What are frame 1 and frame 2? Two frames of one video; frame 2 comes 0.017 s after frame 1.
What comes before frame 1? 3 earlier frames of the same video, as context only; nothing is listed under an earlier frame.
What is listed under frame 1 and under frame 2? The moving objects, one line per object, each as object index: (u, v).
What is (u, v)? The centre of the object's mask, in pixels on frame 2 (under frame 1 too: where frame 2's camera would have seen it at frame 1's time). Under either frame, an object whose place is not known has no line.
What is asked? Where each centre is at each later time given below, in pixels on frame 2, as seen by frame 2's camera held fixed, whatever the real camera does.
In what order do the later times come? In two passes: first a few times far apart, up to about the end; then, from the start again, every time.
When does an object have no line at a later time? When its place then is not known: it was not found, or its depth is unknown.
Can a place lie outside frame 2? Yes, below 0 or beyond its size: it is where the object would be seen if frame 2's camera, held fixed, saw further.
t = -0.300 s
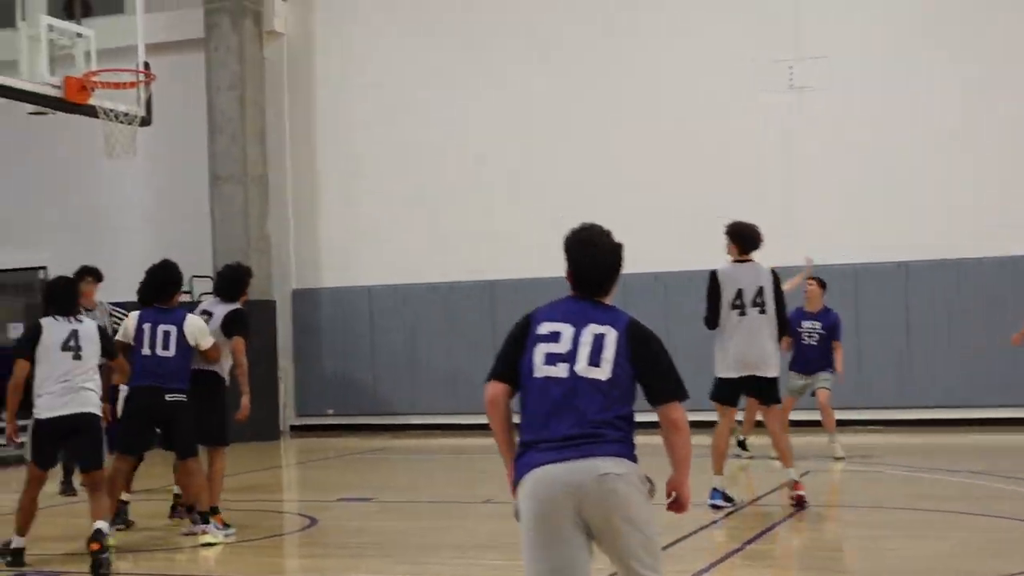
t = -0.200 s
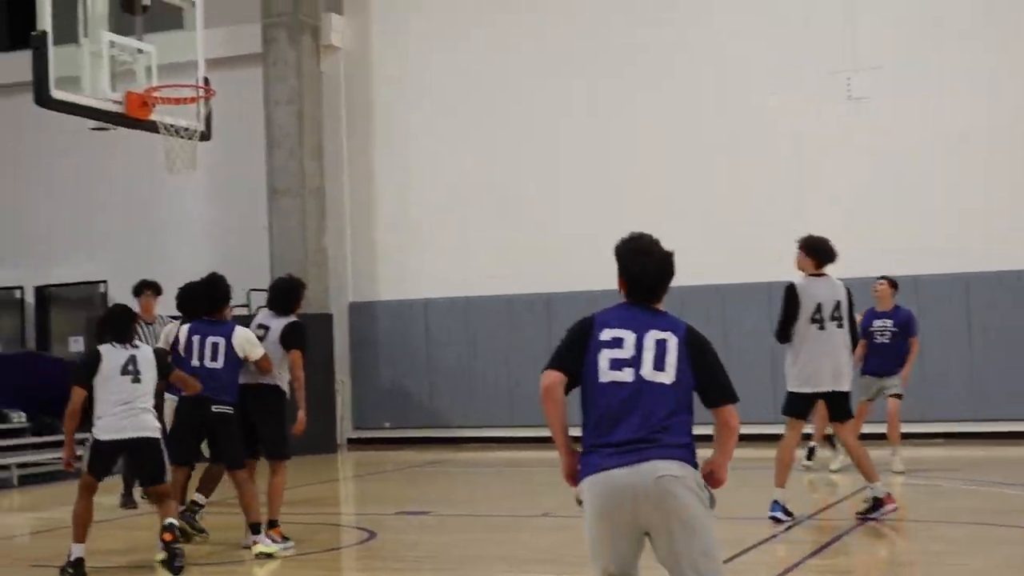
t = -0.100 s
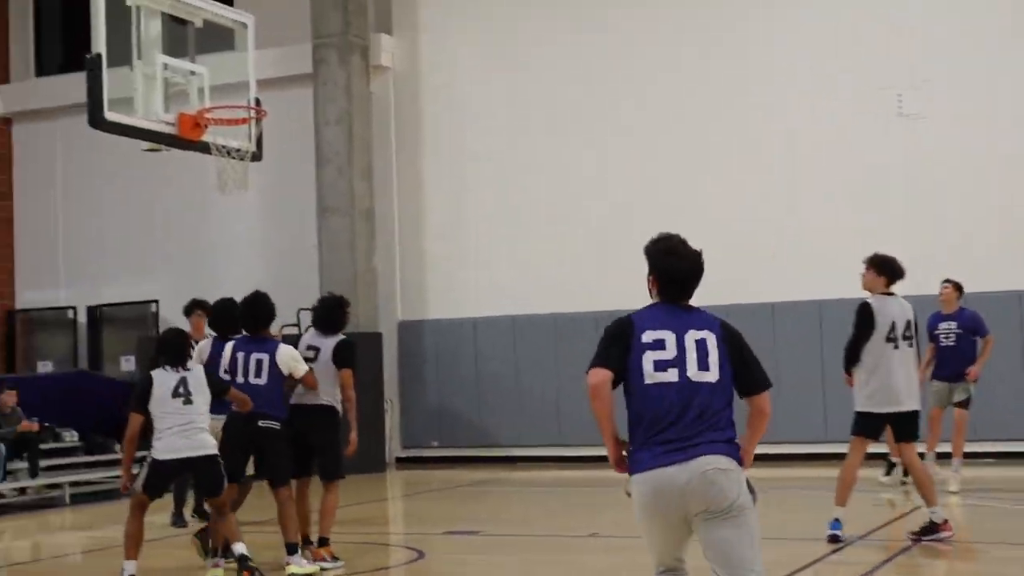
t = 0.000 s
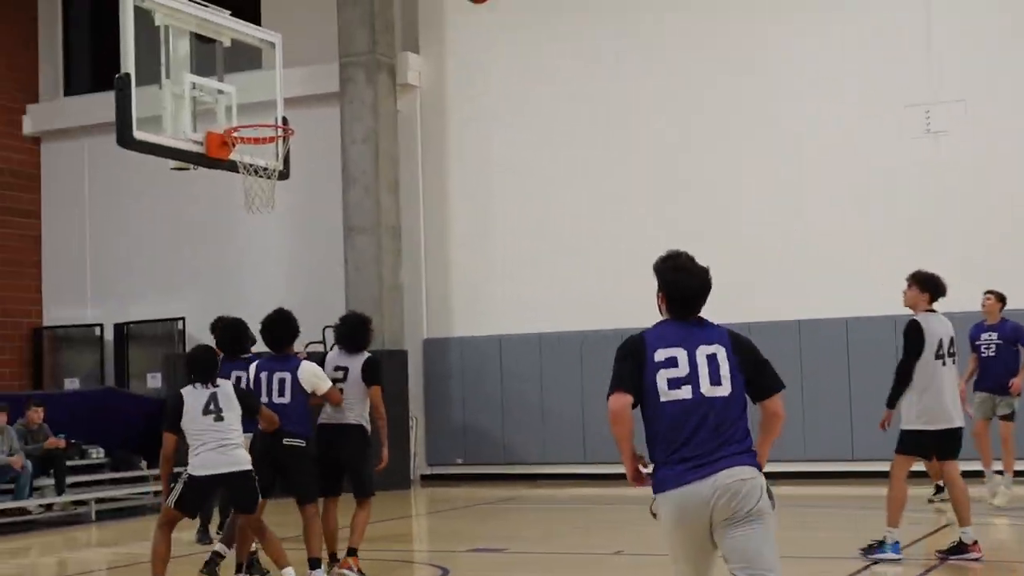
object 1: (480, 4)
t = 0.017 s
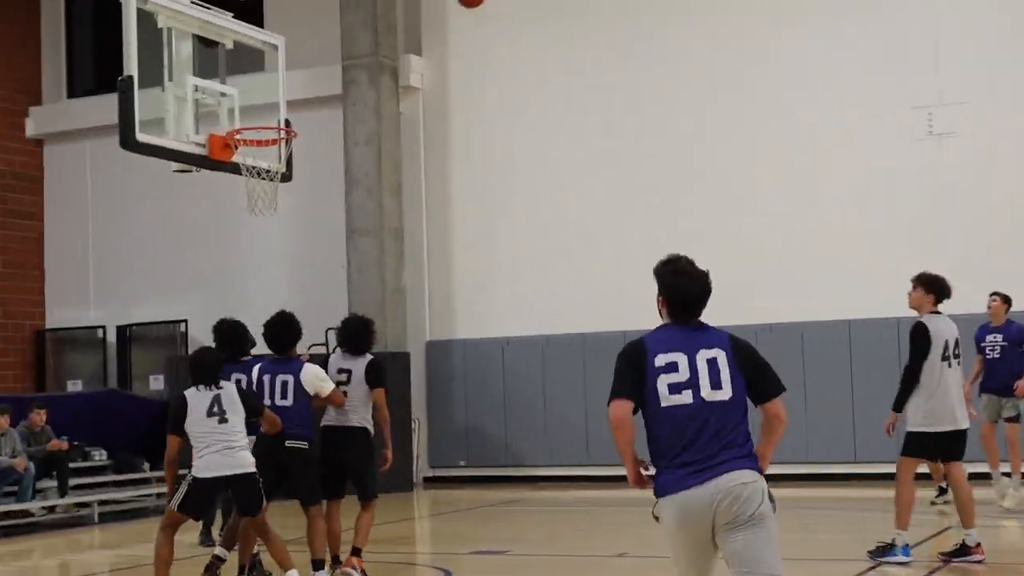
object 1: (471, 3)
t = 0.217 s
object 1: (350, 48)
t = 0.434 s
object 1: (230, 84)
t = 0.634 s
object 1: (243, 23)
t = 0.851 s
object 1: (259, 18)
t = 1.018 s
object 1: (273, 62)
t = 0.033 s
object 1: (461, 3)
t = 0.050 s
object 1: (451, 3)
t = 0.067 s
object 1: (441, 5)
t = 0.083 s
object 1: (431, 6)
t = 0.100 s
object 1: (421, 9)
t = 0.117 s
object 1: (411, 13)
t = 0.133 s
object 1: (402, 18)
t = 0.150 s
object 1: (391, 23)
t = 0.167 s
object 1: (381, 28)
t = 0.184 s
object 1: (371, 34)
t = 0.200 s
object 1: (361, 40)
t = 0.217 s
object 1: (350, 48)
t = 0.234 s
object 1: (339, 55)
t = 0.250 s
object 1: (328, 62)
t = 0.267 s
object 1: (318, 69)
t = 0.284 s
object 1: (307, 78)
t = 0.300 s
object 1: (296, 87)
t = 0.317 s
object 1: (284, 96)
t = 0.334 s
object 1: (273, 107)
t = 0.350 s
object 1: (261, 117)
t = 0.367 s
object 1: (253, 121)
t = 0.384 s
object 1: (247, 110)
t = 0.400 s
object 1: (241, 101)
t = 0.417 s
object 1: (235, 92)
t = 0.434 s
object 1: (230, 84)
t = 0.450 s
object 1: (231, 77)
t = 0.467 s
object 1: (232, 70)
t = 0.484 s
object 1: (233, 64)
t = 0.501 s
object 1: (234, 58)
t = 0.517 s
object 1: (236, 52)
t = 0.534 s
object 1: (237, 47)
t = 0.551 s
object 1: (237, 42)
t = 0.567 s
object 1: (239, 37)
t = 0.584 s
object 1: (240, 34)
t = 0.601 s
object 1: (241, 30)
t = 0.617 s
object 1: (243, 26)
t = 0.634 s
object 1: (243, 23)
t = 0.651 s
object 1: (245, 20)
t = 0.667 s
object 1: (246, 18)
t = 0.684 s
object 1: (247, 16)
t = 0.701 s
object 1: (248, 14)
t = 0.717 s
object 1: (249, 13)
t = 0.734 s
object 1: (250, 12)
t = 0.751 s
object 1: (251, 12)
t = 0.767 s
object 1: (253, 12)
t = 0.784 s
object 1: (254, 13)
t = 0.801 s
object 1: (255, 13)
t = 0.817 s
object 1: (256, 14)
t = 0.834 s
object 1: (258, 16)
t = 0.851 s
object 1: (259, 18)
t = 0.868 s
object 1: (260, 21)
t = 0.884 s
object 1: (261, 24)
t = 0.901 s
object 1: (263, 27)
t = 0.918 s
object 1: (264, 30)
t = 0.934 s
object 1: (266, 35)
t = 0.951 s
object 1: (268, 40)
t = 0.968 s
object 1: (269, 45)
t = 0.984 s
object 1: (270, 50)
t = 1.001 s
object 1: (272, 56)
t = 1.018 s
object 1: (273, 62)
